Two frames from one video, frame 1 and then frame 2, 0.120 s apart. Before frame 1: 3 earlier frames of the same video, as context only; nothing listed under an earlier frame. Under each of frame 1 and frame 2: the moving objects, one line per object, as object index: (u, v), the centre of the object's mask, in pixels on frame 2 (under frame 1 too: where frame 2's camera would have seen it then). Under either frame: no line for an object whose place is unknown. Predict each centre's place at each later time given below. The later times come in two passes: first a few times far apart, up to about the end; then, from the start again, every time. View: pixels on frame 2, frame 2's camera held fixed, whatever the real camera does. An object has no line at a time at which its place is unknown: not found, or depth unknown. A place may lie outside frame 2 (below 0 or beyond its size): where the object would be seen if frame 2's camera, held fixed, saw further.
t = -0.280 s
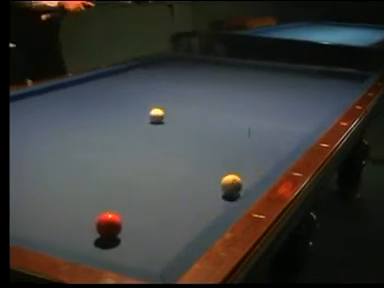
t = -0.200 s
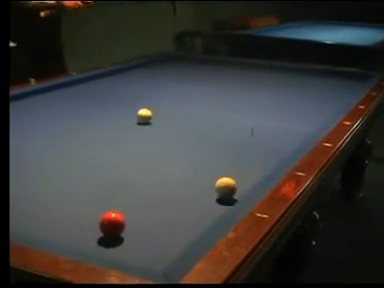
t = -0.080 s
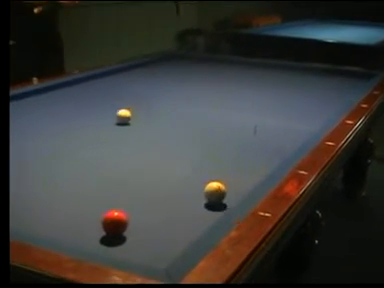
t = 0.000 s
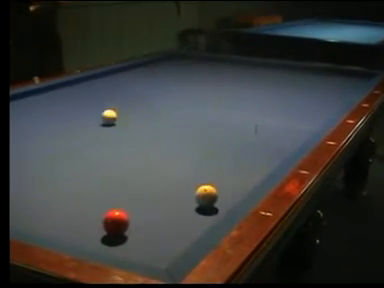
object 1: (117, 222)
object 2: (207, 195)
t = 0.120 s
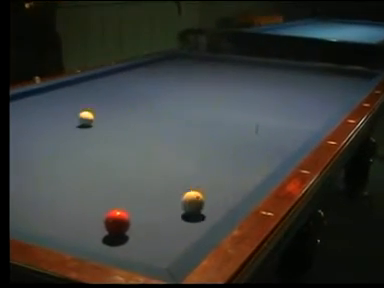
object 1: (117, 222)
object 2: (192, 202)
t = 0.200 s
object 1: (117, 222)
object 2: (182, 206)
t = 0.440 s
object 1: (116, 222)
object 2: (150, 221)
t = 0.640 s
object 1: (105, 222)
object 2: (134, 234)
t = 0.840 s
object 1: (90, 221)
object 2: (121, 245)
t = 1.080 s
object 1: (74, 220)
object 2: (124, 242)
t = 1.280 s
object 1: (61, 219)
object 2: (129, 237)
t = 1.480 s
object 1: (50, 218)
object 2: (133, 231)
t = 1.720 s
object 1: (37, 216)
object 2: (137, 226)
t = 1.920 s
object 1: (29, 215)
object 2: (140, 221)
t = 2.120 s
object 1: (21, 215)
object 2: (143, 218)
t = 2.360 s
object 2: (146, 214)
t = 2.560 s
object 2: (150, 212)
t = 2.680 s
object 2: (151, 210)
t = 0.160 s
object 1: (117, 222)
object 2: (187, 204)
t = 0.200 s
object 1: (117, 222)
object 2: (182, 206)
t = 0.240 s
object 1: (117, 222)
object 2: (177, 209)
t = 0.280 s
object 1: (117, 222)
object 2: (172, 211)
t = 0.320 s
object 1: (117, 222)
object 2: (166, 213)
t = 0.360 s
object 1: (117, 222)
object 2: (161, 216)
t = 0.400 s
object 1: (116, 223)
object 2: (155, 219)
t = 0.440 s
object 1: (116, 222)
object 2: (150, 221)
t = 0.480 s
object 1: (117, 222)
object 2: (143, 223)
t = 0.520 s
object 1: (114, 223)
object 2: (141, 226)
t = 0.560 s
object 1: (111, 222)
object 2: (139, 229)
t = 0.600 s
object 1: (108, 222)
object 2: (136, 232)
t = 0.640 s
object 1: (105, 222)
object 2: (134, 234)
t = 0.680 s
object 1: (102, 221)
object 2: (131, 237)
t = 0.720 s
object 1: (99, 222)
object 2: (128, 239)
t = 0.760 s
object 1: (96, 222)
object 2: (126, 242)
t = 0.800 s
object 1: (93, 221)
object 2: (124, 243)
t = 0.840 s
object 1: (90, 221)
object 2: (121, 245)
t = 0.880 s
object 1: (87, 221)
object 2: (119, 246)
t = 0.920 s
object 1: (84, 220)
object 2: (120, 245)
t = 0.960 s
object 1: (82, 220)
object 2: (121, 244)
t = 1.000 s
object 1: (79, 220)
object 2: (123, 244)
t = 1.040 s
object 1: (76, 219)
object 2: (124, 243)
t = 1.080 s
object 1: (74, 220)
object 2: (124, 242)
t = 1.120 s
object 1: (71, 219)
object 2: (125, 241)
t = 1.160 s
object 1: (68, 219)
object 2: (126, 240)
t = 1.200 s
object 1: (66, 219)
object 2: (127, 239)
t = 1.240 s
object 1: (64, 219)
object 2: (128, 237)
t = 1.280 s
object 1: (61, 219)
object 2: (129, 237)
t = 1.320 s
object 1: (58, 218)
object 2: (129, 236)
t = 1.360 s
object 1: (56, 219)
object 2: (131, 234)
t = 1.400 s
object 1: (54, 218)
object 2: (131, 233)
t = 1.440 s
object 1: (52, 218)
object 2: (132, 232)
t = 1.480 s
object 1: (50, 218)
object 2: (133, 231)
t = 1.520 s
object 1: (47, 217)
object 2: (134, 230)
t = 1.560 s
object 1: (45, 218)
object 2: (134, 229)
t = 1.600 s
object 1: (43, 217)
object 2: (135, 228)
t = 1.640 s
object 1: (41, 217)
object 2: (136, 227)
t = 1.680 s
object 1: (39, 217)
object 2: (136, 226)
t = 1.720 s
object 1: (37, 216)
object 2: (137, 226)
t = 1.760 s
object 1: (36, 216)
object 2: (138, 225)
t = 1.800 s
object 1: (34, 216)
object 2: (139, 224)
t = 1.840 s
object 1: (32, 216)
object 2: (139, 223)
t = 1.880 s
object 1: (31, 216)
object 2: (140, 222)
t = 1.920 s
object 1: (29, 215)
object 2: (140, 221)
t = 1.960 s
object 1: (27, 215)
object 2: (141, 221)
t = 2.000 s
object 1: (25, 215)
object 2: (141, 220)
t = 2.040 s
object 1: (24, 215)
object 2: (142, 219)
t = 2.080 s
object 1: (22, 215)
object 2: (143, 219)
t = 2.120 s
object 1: (21, 215)
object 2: (143, 218)
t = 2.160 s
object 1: (20, 214)
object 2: (144, 217)
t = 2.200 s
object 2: (144, 217)
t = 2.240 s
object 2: (145, 216)
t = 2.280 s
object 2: (145, 215)
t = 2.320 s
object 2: (146, 215)
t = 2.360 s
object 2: (146, 214)
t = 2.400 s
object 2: (147, 214)
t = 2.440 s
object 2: (148, 213)
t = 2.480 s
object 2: (149, 213)
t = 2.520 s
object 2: (149, 212)
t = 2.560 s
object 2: (150, 212)
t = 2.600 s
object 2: (151, 211)
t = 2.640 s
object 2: (151, 211)
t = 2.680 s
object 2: (151, 210)
